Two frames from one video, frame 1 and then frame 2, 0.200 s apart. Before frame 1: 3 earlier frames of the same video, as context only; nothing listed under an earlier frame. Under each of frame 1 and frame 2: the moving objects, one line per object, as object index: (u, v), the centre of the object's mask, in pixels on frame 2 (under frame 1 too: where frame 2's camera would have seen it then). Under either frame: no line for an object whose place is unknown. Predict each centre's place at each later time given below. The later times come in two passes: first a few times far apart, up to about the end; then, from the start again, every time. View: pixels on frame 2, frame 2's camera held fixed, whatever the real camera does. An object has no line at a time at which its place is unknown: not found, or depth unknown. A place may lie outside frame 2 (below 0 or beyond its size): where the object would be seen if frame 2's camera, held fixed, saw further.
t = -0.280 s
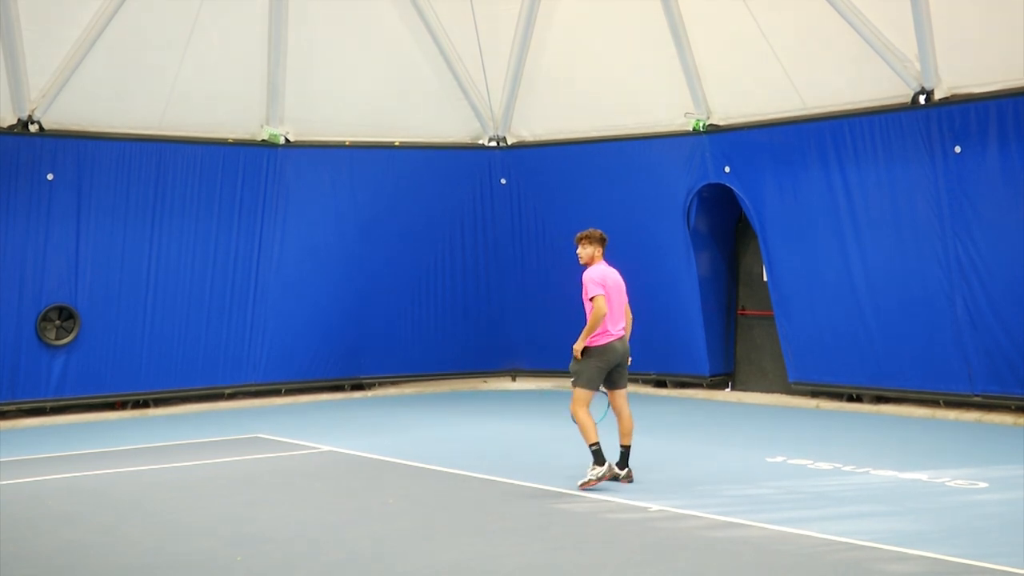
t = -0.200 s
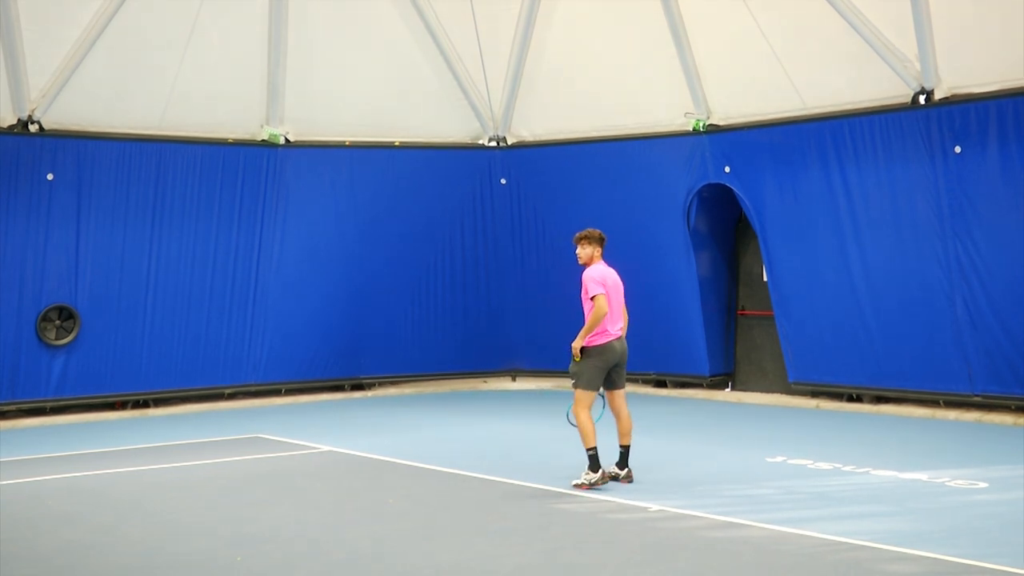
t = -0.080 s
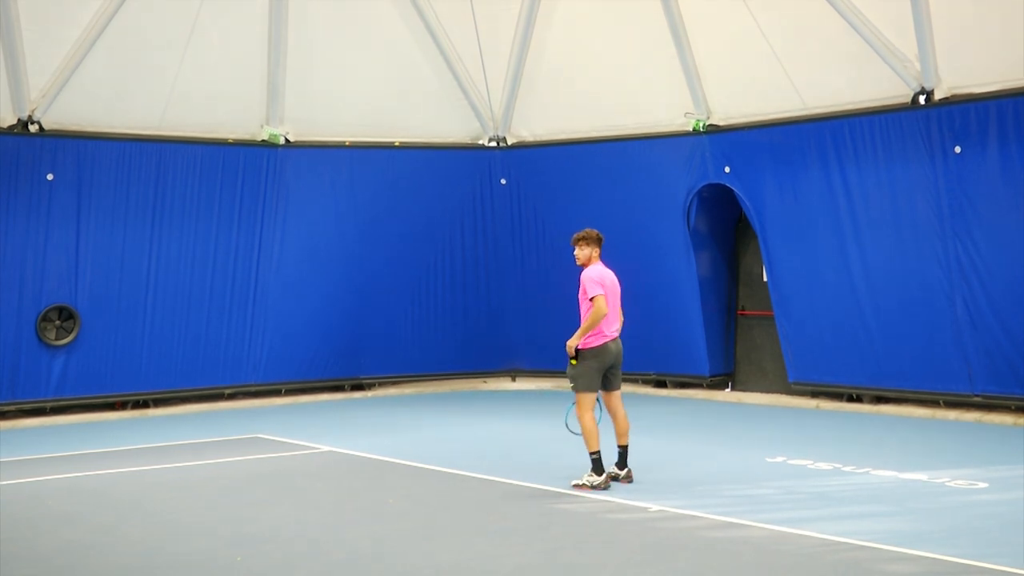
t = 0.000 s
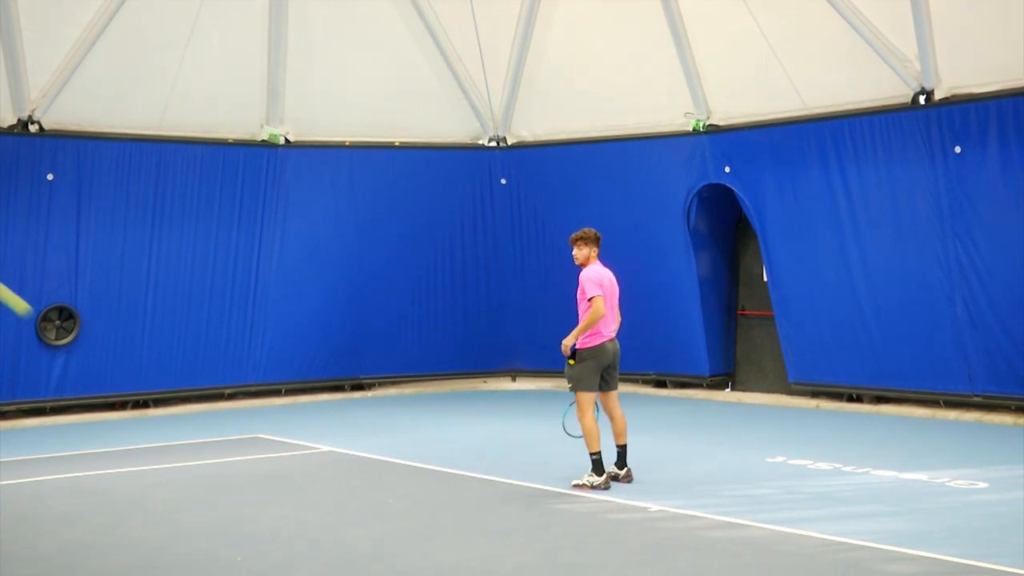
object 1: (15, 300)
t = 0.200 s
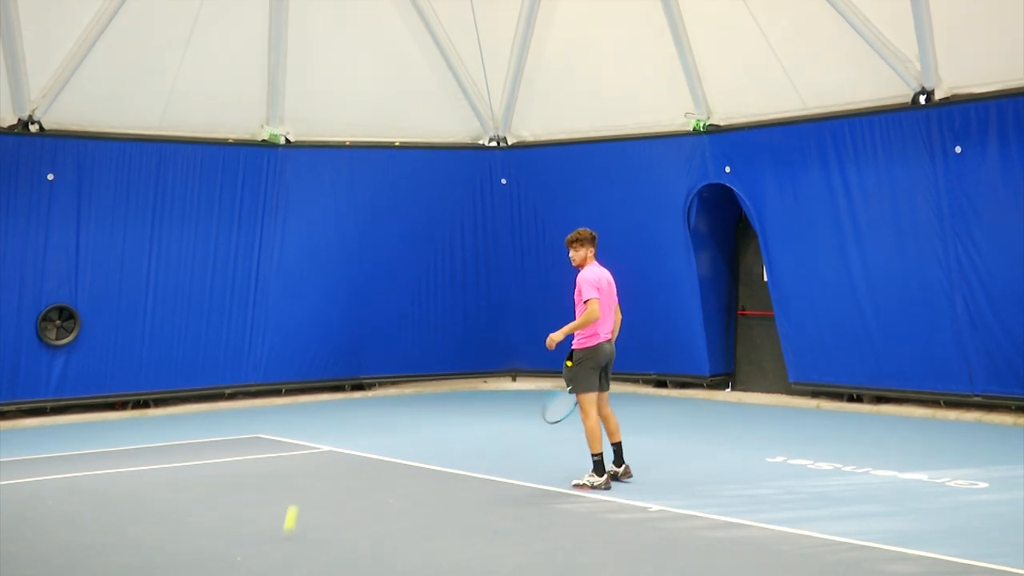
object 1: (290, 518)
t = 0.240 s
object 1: (300, 477)
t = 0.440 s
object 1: (346, 317)
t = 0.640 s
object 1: (391, 229)
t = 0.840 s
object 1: (434, 207)
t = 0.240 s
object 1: (300, 477)
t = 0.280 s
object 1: (310, 436)
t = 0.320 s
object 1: (319, 402)
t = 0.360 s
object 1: (328, 372)
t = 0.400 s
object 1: (337, 343)
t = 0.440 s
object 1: (346, 317)
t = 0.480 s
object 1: (355, 293)
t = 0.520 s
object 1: (364, 273)
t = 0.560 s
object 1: (373, 255)
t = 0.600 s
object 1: (382, 241)
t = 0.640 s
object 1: (391, 229)
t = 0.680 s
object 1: (399, 219)
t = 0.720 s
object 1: (408, 212)
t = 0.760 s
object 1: (417, 208)
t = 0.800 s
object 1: (425, 207)
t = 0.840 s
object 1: (434, 207)
